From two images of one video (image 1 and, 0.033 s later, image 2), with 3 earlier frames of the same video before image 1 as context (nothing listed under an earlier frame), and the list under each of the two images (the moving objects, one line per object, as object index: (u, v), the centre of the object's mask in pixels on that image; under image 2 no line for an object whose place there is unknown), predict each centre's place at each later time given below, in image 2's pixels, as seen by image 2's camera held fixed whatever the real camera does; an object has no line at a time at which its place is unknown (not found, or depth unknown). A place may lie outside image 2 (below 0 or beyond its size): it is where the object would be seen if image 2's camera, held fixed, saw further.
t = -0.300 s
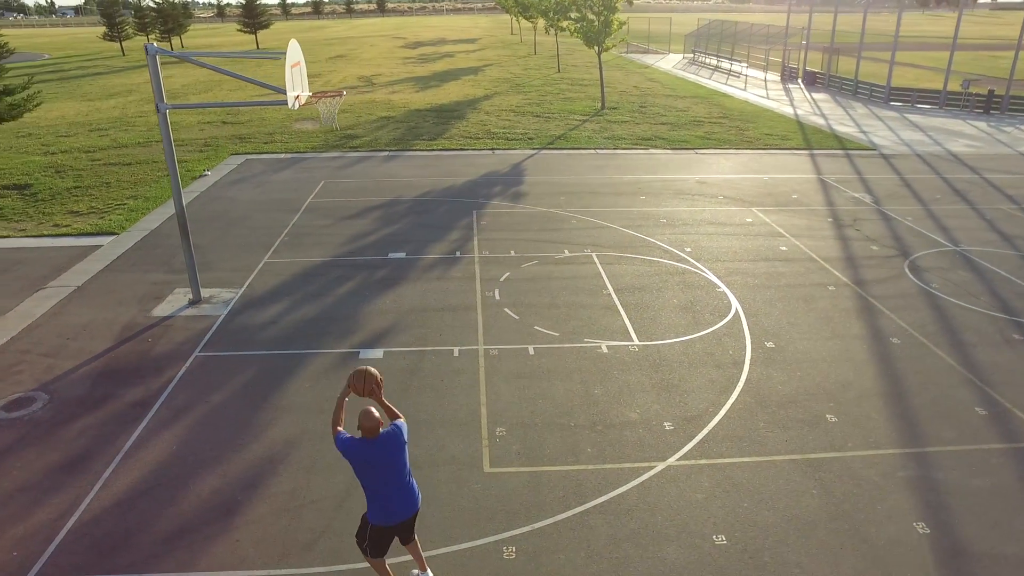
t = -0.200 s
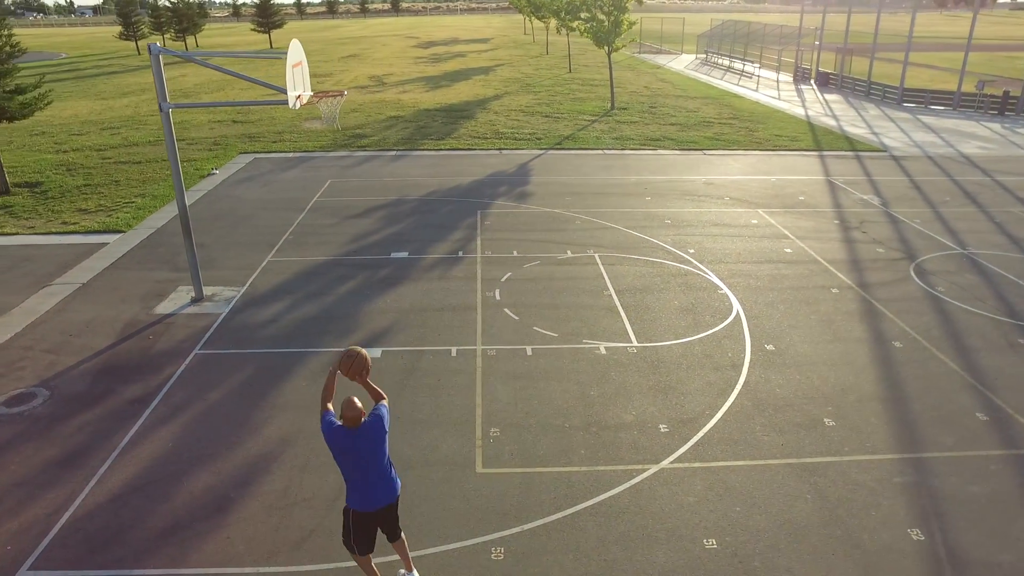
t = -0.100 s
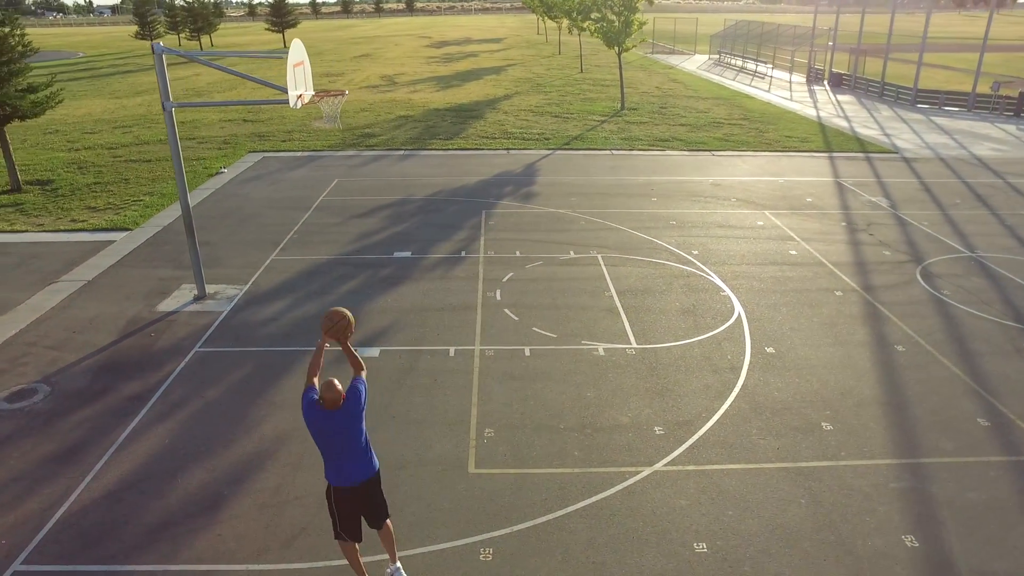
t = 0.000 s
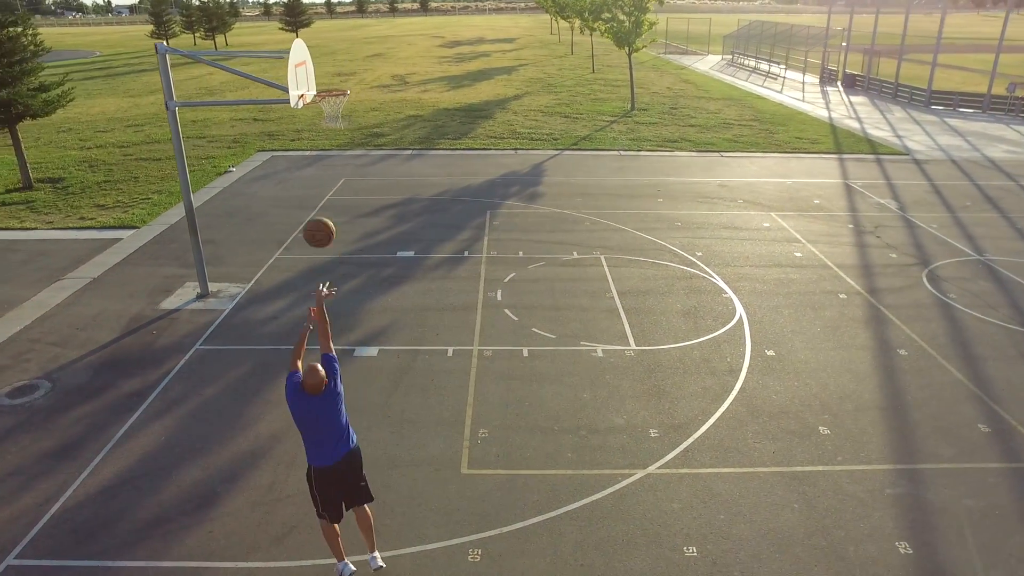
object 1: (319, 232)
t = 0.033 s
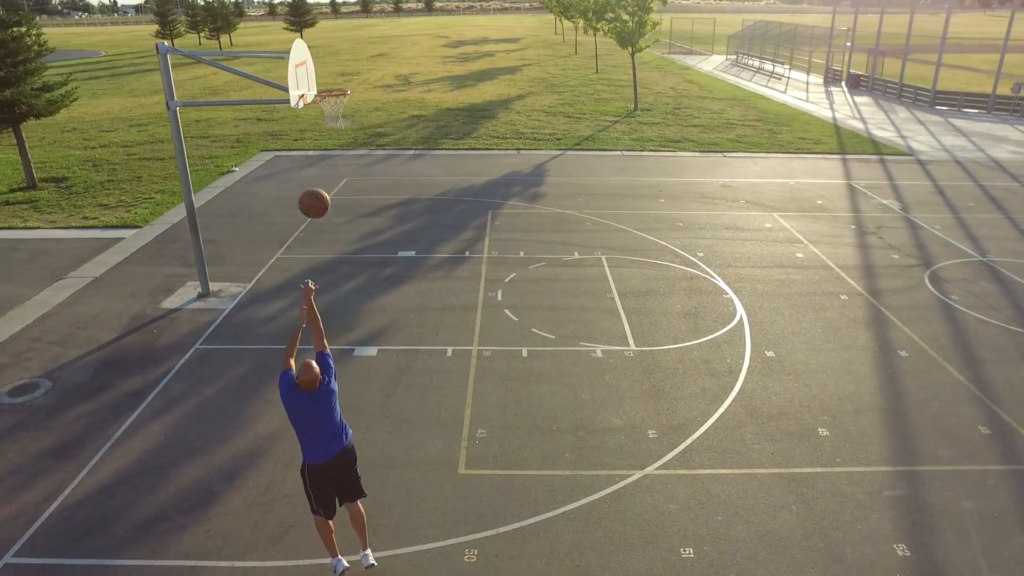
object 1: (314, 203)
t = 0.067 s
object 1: (309, 176)
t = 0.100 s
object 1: (305, 152)
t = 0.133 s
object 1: (302, 130)
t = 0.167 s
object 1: (299, 109)
